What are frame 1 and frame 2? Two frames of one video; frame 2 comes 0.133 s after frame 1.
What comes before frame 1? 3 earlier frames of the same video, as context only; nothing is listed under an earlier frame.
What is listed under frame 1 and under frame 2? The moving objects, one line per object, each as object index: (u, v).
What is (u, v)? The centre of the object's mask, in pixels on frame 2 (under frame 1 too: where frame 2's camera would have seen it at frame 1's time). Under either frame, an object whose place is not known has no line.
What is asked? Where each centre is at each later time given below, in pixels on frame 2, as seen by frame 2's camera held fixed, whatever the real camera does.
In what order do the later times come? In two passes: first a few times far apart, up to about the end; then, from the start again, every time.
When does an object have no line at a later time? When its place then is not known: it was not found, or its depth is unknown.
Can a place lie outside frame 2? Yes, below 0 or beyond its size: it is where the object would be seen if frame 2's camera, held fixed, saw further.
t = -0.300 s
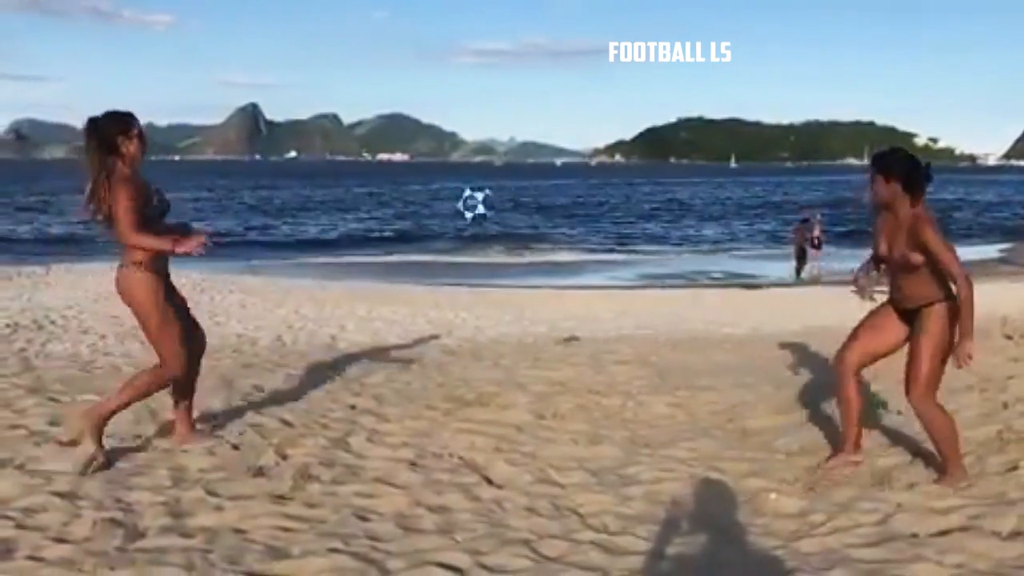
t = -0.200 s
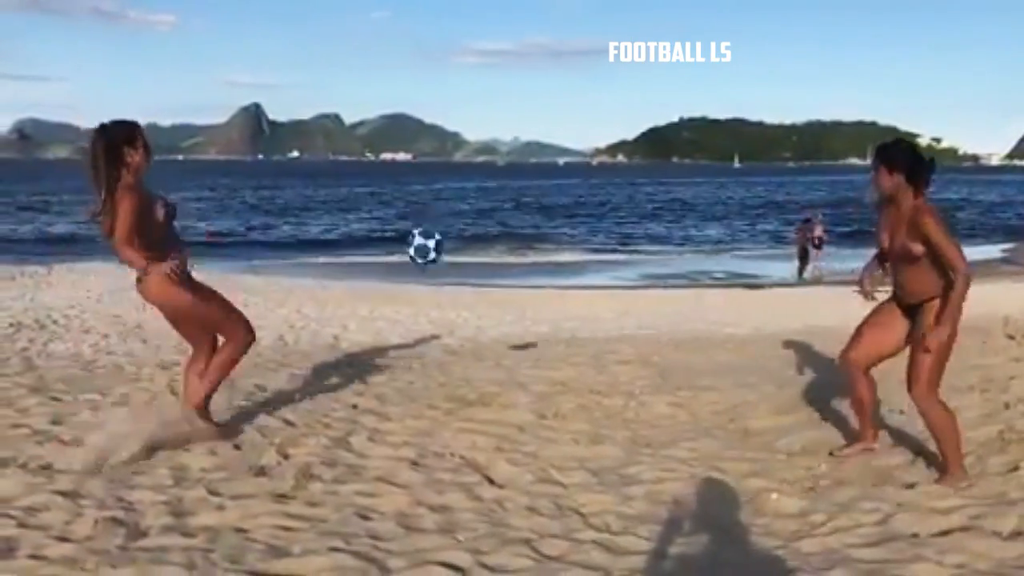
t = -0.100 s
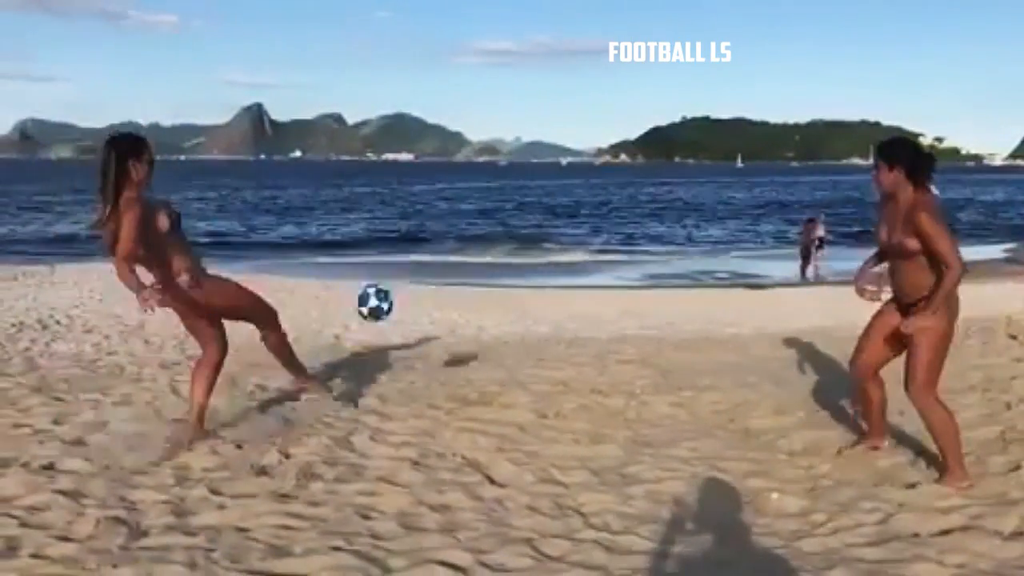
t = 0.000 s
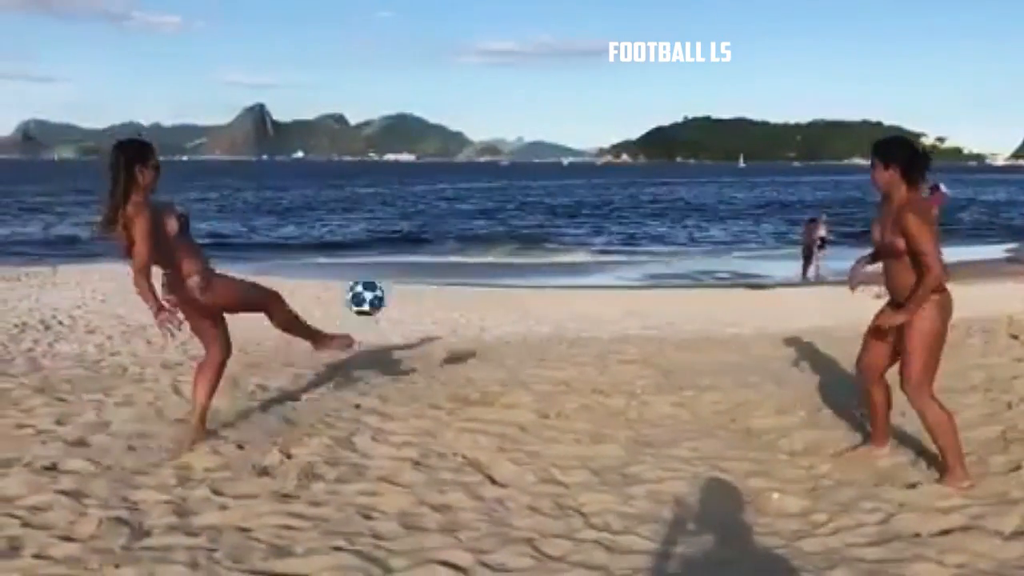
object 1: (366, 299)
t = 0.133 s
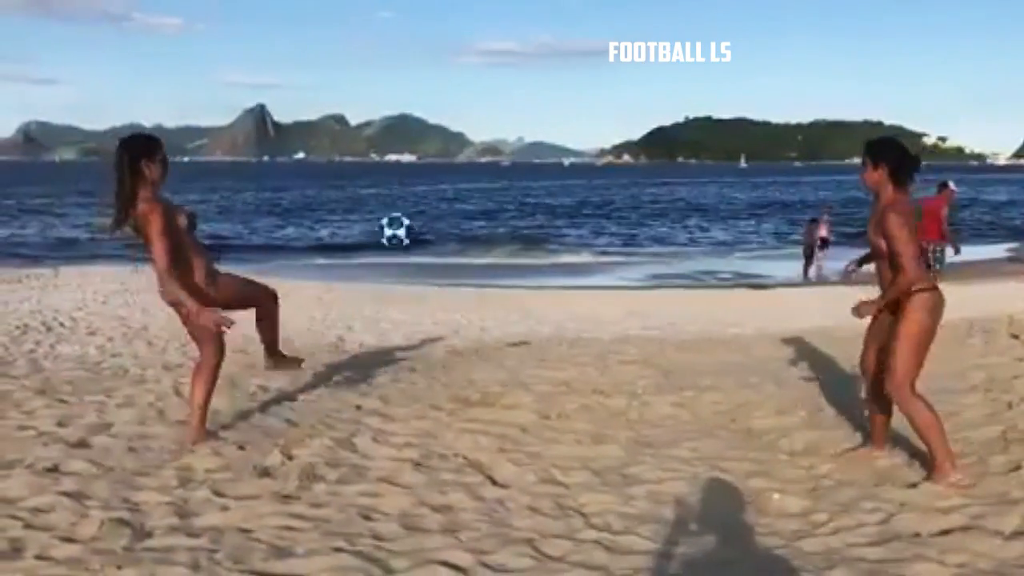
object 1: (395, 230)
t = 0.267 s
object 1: (427, 190)
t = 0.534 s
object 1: (488, 197)
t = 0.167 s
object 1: (403, 217)
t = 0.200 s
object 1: (410, 207)
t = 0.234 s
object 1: (419, 197)
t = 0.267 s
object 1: (427, 190)
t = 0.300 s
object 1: (434, 183)
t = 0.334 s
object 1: (440, 178)
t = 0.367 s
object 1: (450, 177)
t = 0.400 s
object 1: (457, 179)
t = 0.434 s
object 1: (465, 179)
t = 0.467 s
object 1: (471, 183)
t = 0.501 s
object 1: (481, 190)
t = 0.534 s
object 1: (488, 197)
